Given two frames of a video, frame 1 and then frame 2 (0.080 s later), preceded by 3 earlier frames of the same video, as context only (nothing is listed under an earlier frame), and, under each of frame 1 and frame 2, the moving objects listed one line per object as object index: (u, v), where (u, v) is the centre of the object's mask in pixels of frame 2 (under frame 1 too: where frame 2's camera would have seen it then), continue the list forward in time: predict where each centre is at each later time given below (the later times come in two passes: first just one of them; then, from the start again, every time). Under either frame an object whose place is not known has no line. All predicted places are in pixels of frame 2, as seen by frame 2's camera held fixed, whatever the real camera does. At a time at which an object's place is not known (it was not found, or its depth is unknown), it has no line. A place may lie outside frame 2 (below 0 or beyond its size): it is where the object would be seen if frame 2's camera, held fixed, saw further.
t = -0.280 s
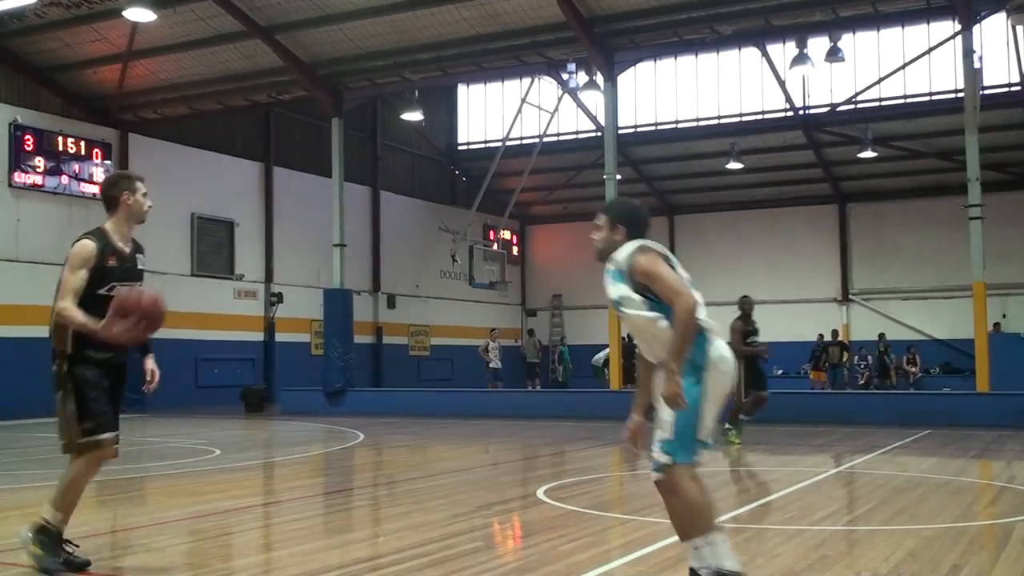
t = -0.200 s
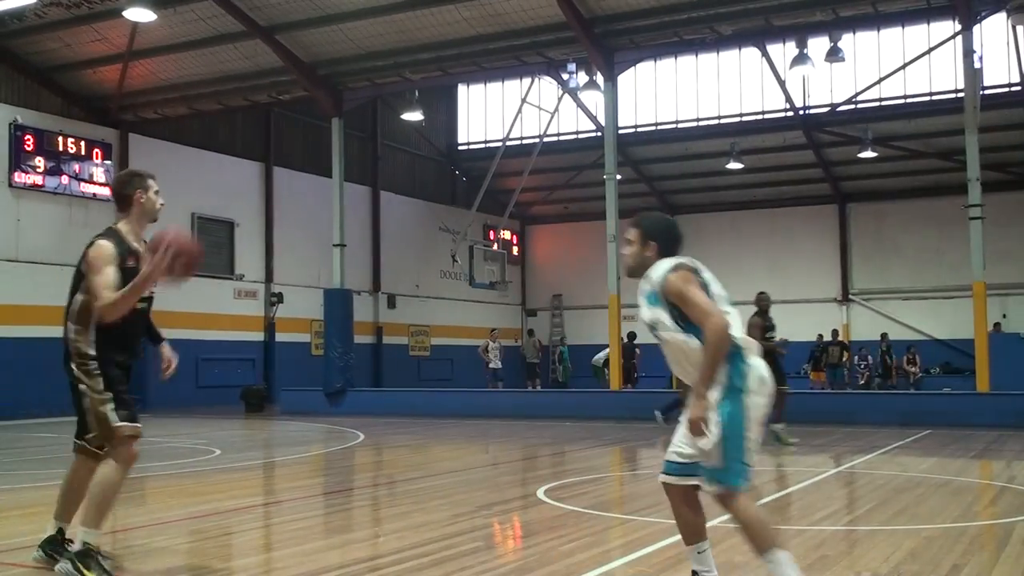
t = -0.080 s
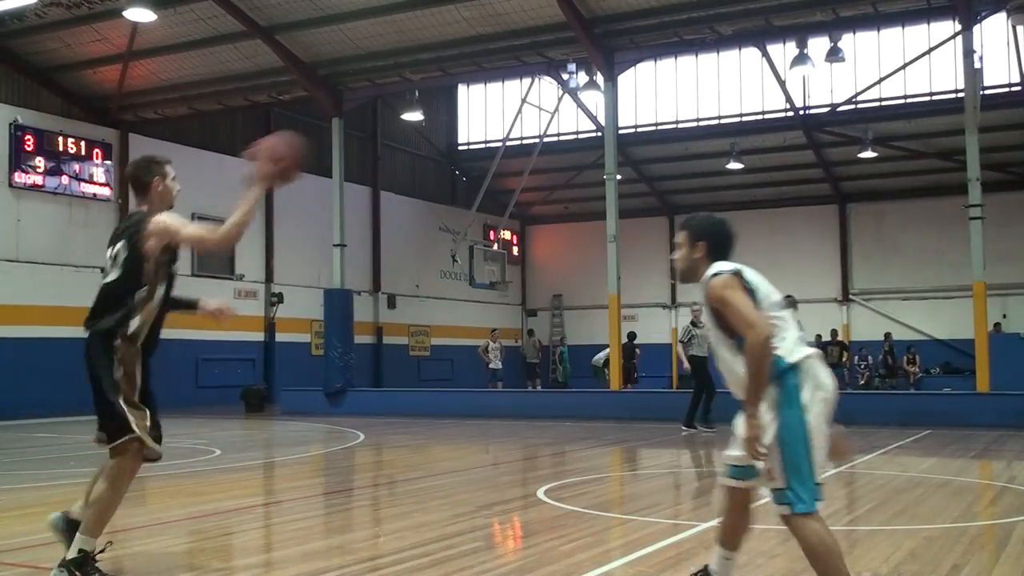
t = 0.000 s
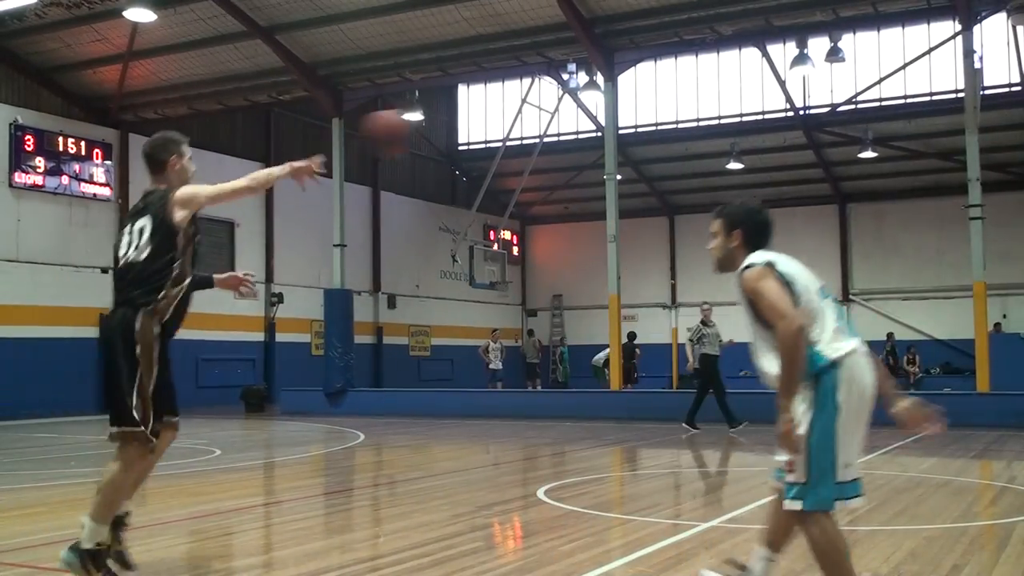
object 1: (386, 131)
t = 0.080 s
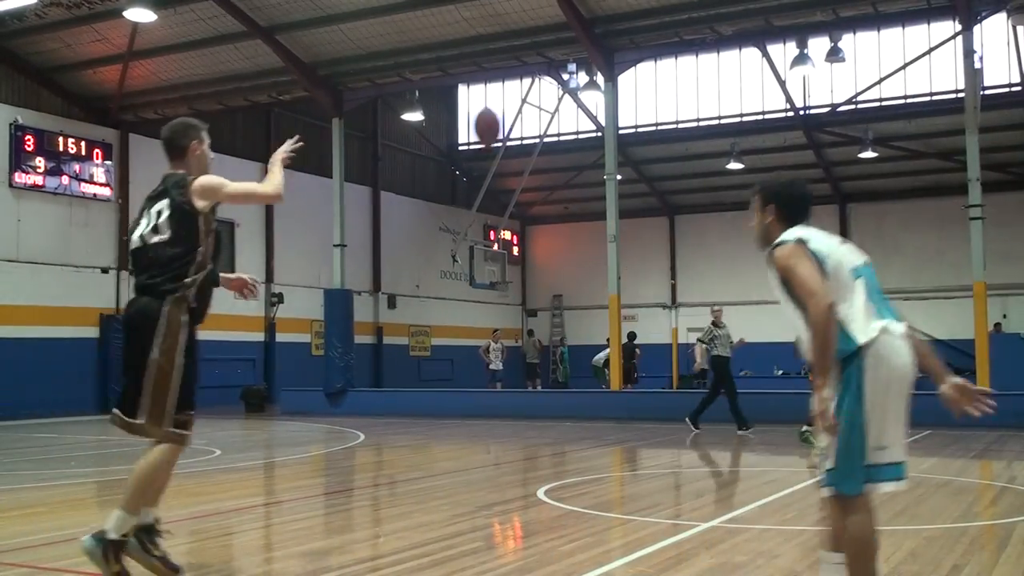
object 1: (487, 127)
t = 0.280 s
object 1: (667, 149)
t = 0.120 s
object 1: (530, 127)
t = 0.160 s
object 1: (568, 131)
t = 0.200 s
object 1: (605, 136)
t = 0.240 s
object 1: (635, 144)
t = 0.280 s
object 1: (667, 149)
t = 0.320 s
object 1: (696, 159)
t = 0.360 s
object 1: (720, 170)
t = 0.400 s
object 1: (744, 183)
